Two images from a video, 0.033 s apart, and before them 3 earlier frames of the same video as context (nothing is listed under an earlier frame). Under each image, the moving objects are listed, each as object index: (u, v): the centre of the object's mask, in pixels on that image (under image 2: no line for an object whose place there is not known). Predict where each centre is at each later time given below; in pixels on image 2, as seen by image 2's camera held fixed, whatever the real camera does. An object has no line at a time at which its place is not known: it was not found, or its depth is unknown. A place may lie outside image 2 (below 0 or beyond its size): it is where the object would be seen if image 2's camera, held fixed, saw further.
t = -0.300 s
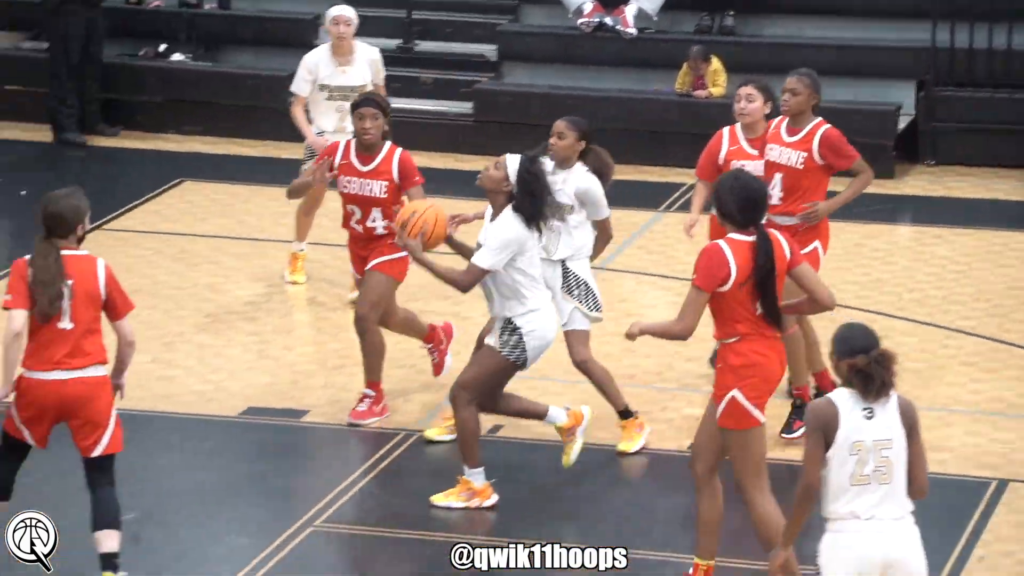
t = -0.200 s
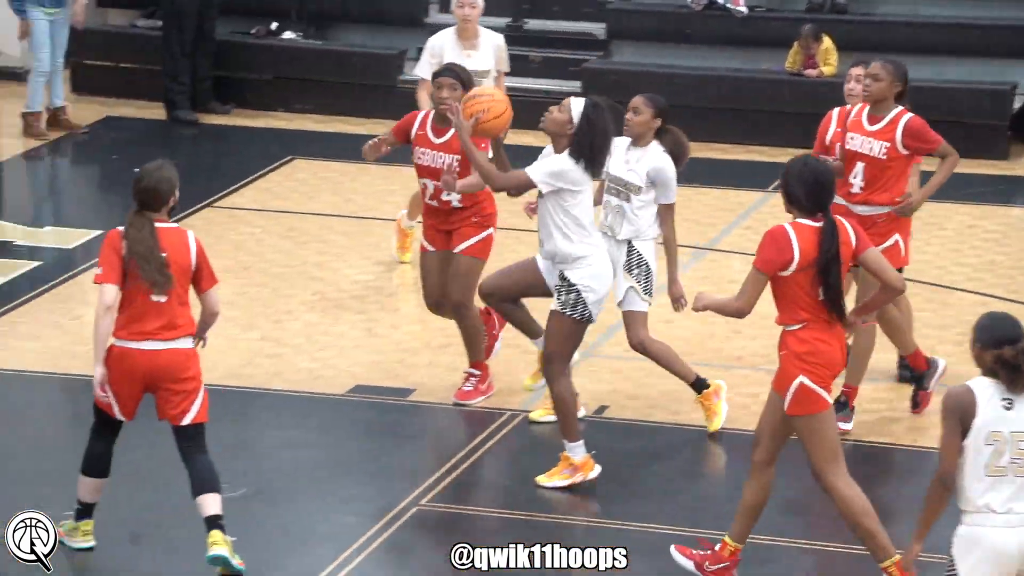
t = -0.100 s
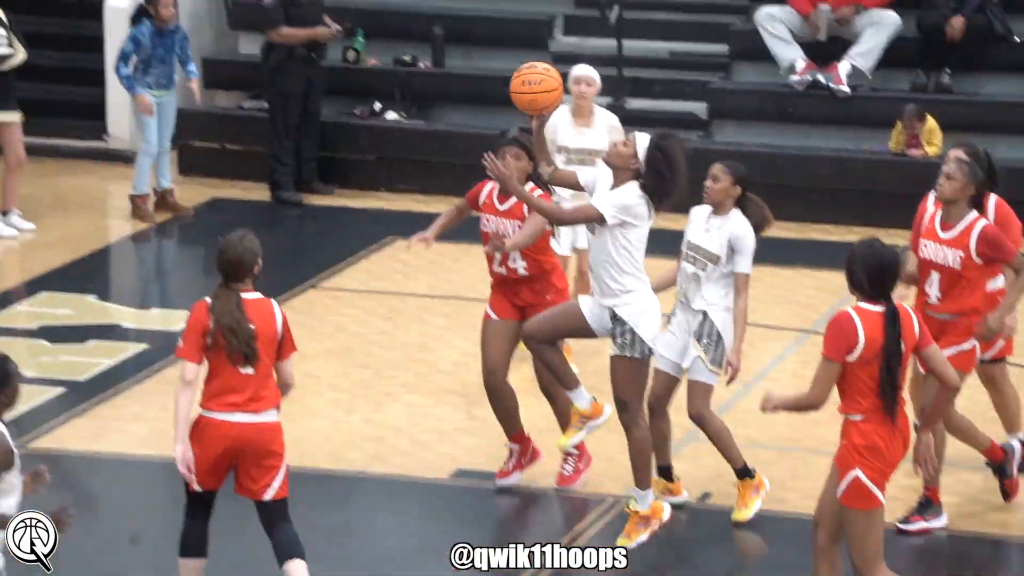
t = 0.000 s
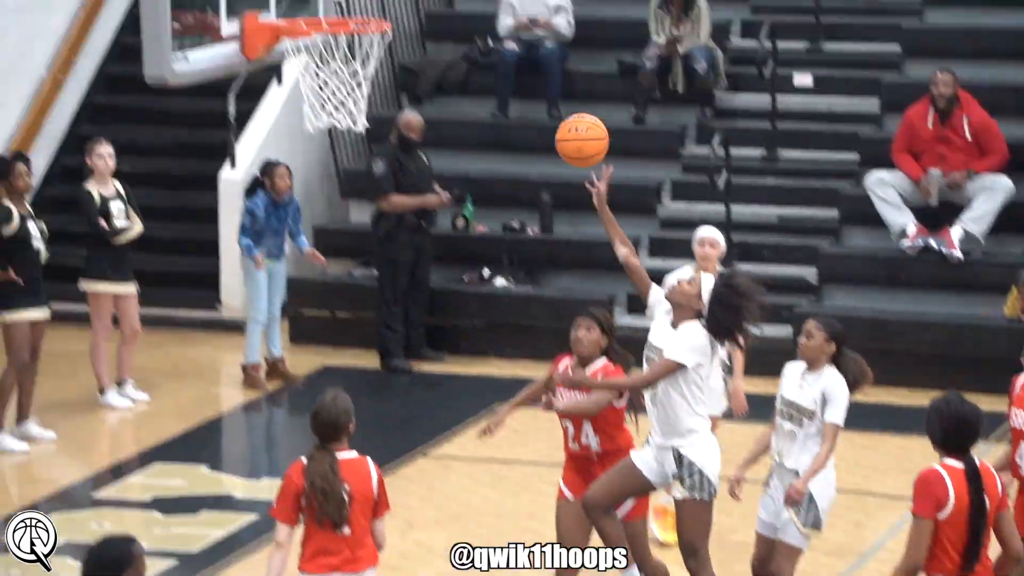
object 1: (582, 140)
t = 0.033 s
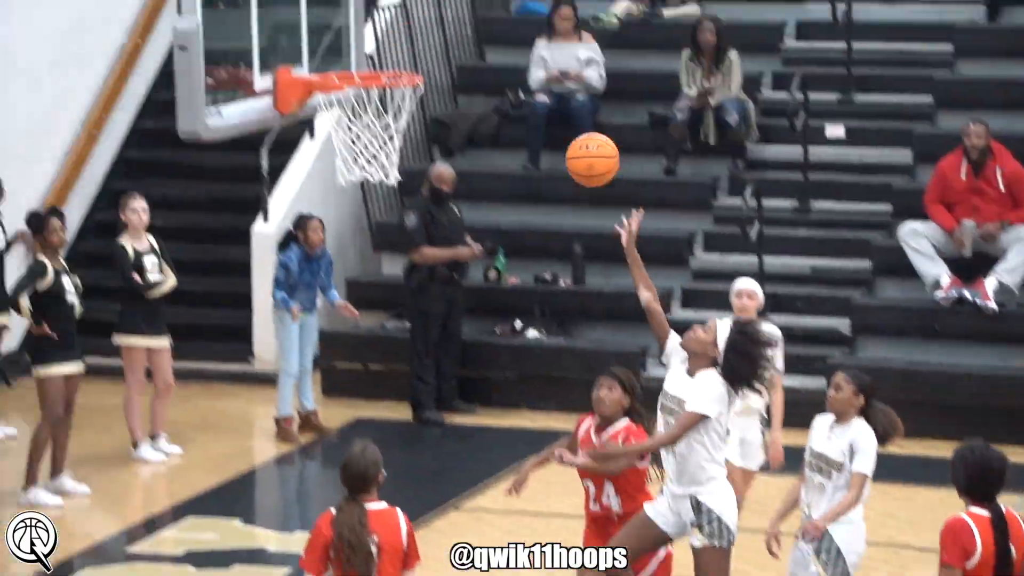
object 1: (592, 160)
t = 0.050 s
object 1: (582, 142)
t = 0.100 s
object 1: (551, 101)
